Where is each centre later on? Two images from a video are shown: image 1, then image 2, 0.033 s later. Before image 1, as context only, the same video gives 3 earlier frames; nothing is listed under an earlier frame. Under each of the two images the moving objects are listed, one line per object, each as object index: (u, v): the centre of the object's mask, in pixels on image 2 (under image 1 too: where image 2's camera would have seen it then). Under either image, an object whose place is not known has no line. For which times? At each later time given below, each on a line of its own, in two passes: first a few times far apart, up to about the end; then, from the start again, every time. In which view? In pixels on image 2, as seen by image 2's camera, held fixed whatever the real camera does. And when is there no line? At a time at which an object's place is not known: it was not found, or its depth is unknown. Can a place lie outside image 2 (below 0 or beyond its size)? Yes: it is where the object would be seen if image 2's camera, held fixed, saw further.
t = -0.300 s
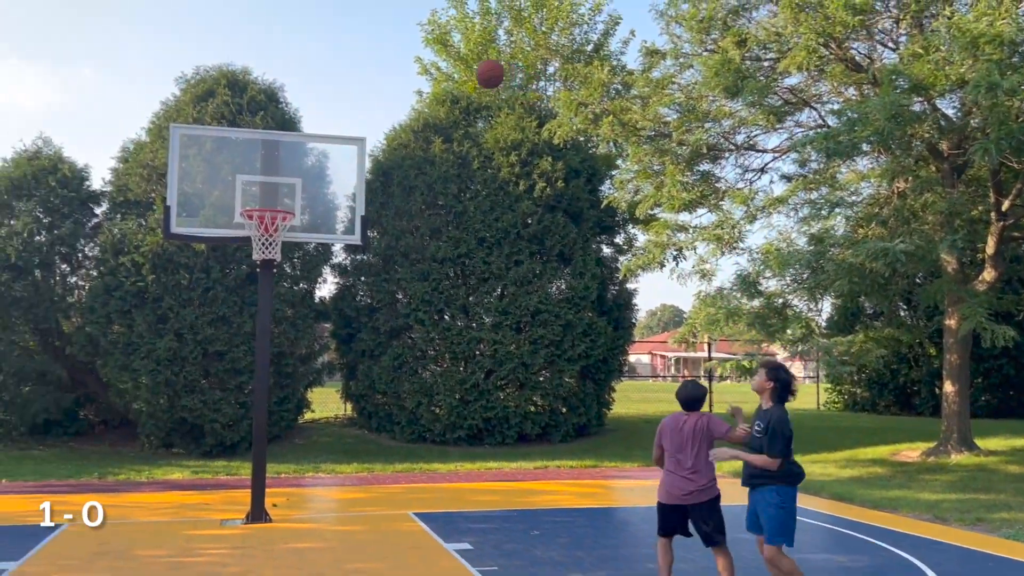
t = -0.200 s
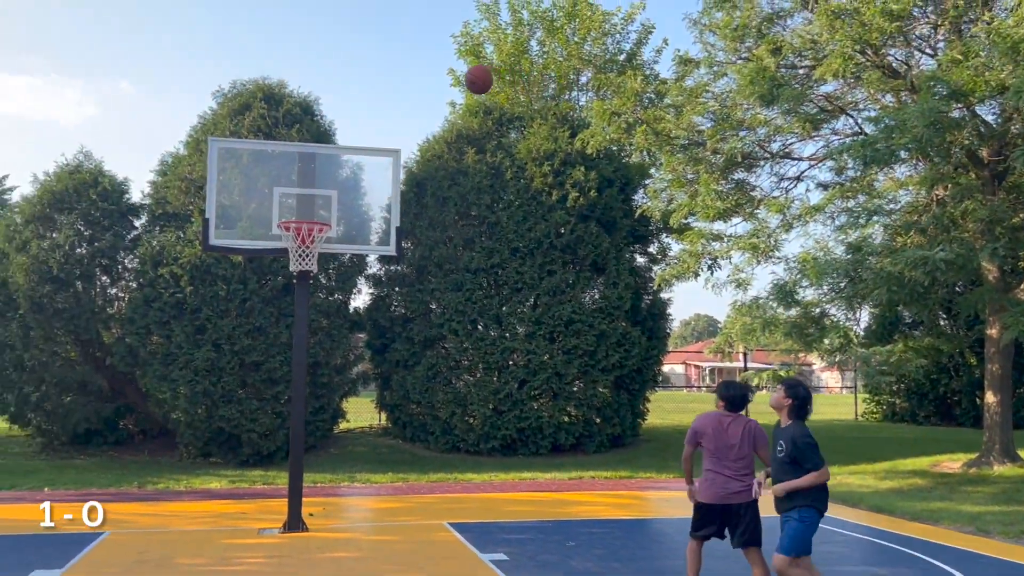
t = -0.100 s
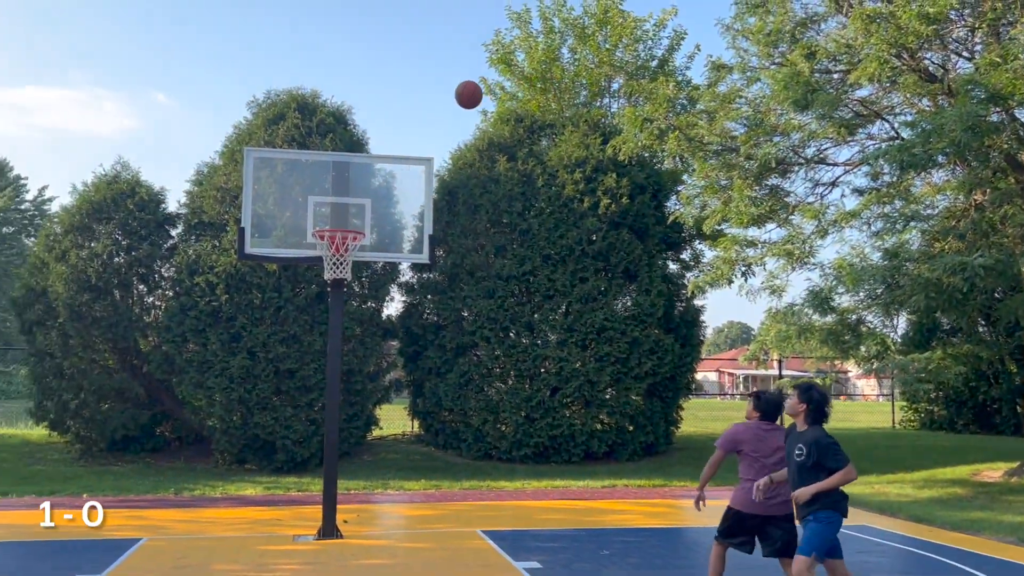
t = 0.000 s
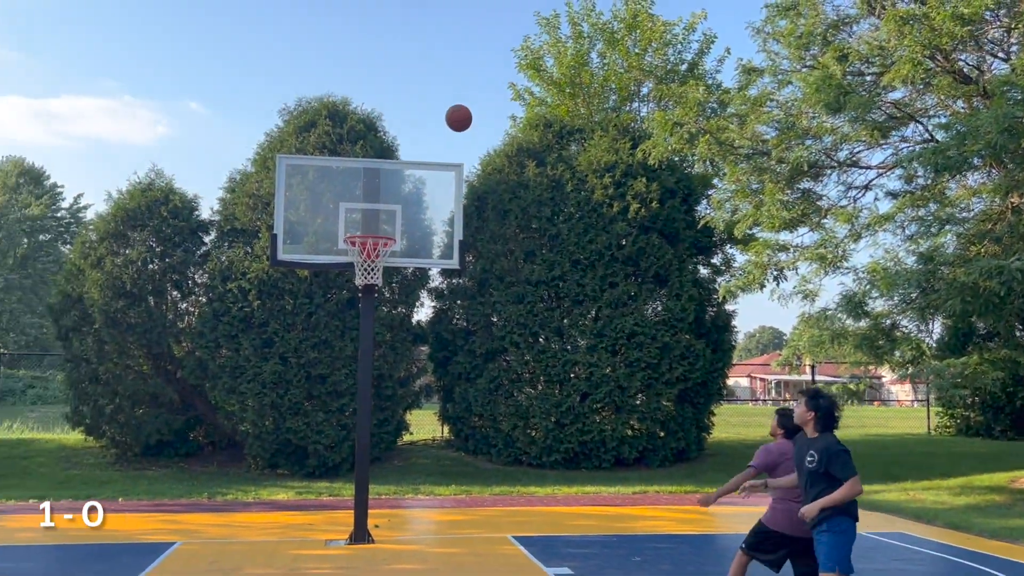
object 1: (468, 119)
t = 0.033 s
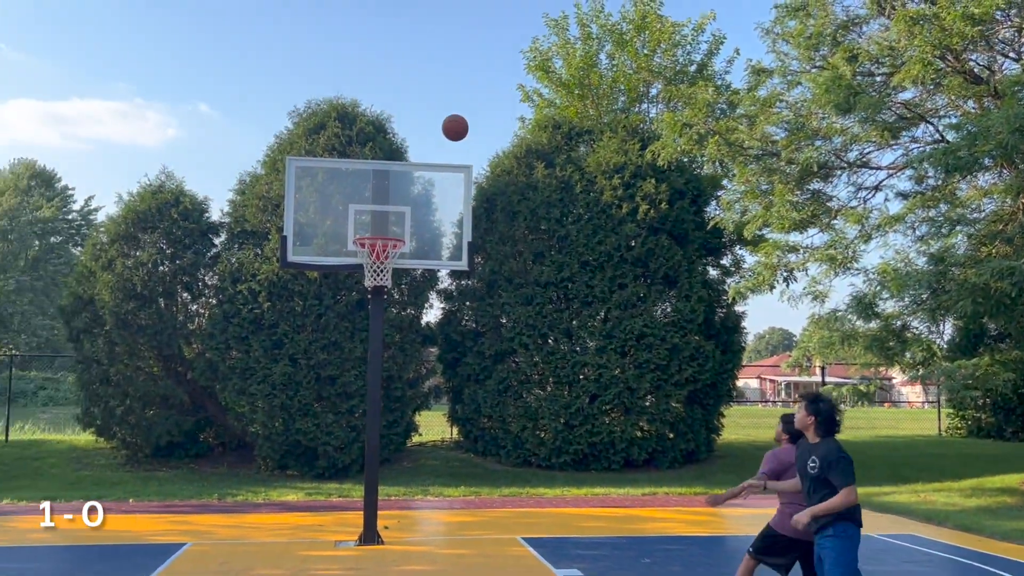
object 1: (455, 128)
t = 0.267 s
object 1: (372, 212)
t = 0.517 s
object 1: (394, 194)
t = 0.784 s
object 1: (432, 187)
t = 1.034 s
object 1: (468, 246)
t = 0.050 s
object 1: (449, 132)
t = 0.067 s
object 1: (442, 137)
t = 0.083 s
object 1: (436, 141)
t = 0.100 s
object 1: (430, 147)
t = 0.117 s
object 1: (424, 152)
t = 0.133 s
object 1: (418, 157)
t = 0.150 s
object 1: (412, 163)
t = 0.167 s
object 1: (407, 170)
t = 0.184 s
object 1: (401, 176)
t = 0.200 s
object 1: (395, 183)
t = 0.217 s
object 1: (389, 190)
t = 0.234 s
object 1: (383, 196)
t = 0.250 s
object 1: (378, 204)
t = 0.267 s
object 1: (372, 212)
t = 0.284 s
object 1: (366, 219)
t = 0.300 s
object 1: (360, 226)
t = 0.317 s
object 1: (358, 229)
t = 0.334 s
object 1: (361, 226)
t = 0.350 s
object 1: (365, 222)
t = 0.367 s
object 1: (368, 218)
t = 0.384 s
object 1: (371, 214)
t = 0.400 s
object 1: (374, 211)
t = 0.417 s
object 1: (377, 209)
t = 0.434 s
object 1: (380, 206)
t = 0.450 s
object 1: (383, 202)
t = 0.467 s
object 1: (386, 200)
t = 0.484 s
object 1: (389, 197)
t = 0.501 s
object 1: (392, 196)
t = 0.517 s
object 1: (394, 194)
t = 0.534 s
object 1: (396, 191)
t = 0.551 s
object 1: (399, 189)
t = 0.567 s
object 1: (402, 187)
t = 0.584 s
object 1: (404, 186)
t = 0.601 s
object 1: (406, 184)
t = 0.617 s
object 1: (408, 183)
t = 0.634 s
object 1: (411, 182)
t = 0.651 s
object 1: (413, 182)
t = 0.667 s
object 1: (416, 181)
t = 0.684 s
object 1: (418, 181)
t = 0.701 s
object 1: (420, 182)
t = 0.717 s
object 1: (423, 182)
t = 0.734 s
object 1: (425, 183)
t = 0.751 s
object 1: (427, 184)
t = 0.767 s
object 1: (430, 185)
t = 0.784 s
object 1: (432, 187)
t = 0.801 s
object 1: (435, 189)
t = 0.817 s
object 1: (437, 191)
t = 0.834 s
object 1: (439, 194)
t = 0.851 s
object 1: (442, 197)
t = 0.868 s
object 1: (444, 200)
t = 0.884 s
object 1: (447, 203)
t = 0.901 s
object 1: (449, 207)
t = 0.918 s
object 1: (451, 211)
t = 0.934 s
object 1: (454, 215)
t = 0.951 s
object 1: (456, 220)
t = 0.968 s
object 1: (458, 224)
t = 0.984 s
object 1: (461, 230)
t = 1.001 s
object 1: (464, 235)
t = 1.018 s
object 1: (466, 241)
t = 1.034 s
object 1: (468, 246)
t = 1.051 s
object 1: (471, 253)
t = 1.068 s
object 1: (474, 259)
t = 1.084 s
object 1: (476, 266)
